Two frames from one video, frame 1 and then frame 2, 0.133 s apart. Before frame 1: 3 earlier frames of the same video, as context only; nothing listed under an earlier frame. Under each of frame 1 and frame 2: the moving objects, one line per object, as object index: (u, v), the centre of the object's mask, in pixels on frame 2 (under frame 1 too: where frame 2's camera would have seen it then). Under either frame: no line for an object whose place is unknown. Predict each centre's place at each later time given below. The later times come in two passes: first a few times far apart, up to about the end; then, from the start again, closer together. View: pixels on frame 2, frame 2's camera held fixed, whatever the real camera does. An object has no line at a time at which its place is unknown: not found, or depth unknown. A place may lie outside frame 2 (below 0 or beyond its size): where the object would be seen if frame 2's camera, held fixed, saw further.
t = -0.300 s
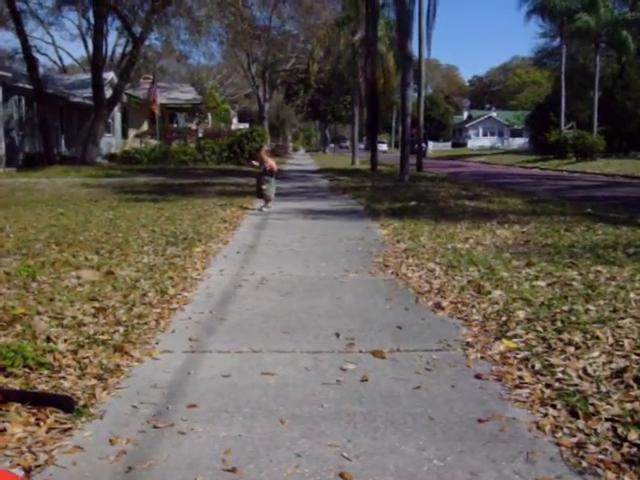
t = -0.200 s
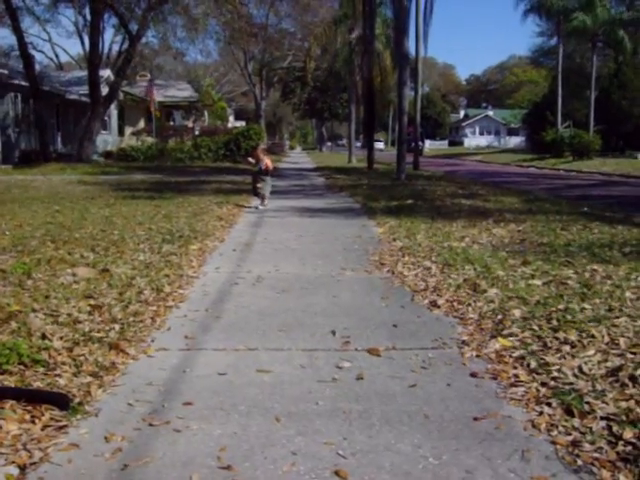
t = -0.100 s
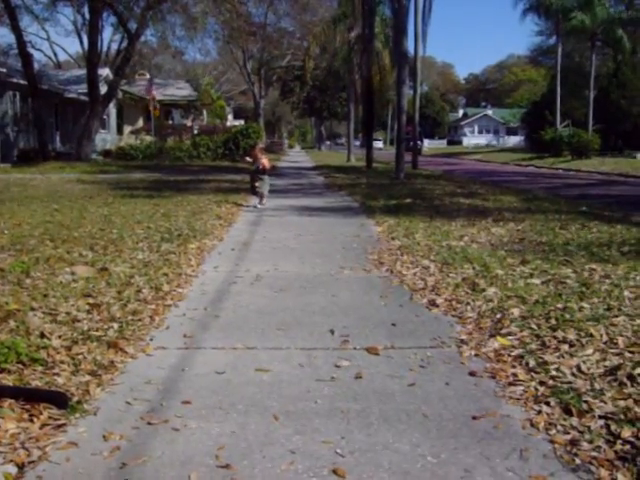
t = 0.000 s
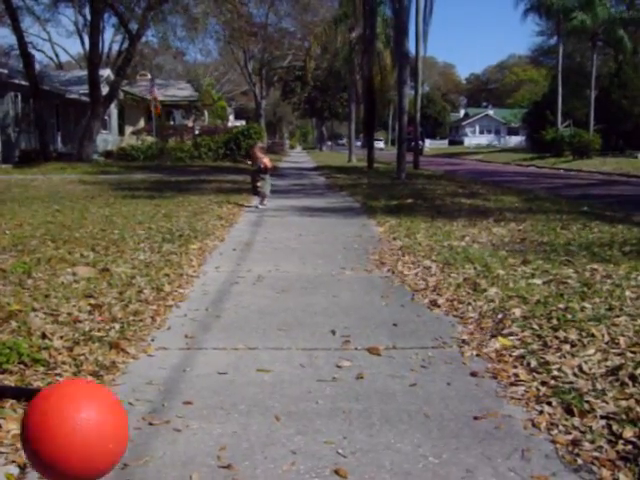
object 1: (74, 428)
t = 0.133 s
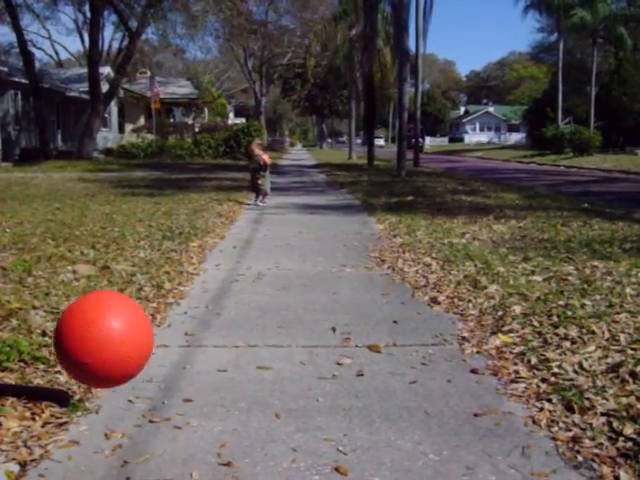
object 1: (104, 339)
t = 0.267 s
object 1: (135, 381)
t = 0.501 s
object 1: (182, 461)
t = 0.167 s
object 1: (111, 339)
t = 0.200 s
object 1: (119, 346)
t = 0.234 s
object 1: (127, 361)
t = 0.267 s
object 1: (135, 381)
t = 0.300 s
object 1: (143, 407)
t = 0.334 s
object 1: (152, 437)
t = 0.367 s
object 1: (160, 461)
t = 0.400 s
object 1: (169, 478)
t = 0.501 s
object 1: (182, 461)
